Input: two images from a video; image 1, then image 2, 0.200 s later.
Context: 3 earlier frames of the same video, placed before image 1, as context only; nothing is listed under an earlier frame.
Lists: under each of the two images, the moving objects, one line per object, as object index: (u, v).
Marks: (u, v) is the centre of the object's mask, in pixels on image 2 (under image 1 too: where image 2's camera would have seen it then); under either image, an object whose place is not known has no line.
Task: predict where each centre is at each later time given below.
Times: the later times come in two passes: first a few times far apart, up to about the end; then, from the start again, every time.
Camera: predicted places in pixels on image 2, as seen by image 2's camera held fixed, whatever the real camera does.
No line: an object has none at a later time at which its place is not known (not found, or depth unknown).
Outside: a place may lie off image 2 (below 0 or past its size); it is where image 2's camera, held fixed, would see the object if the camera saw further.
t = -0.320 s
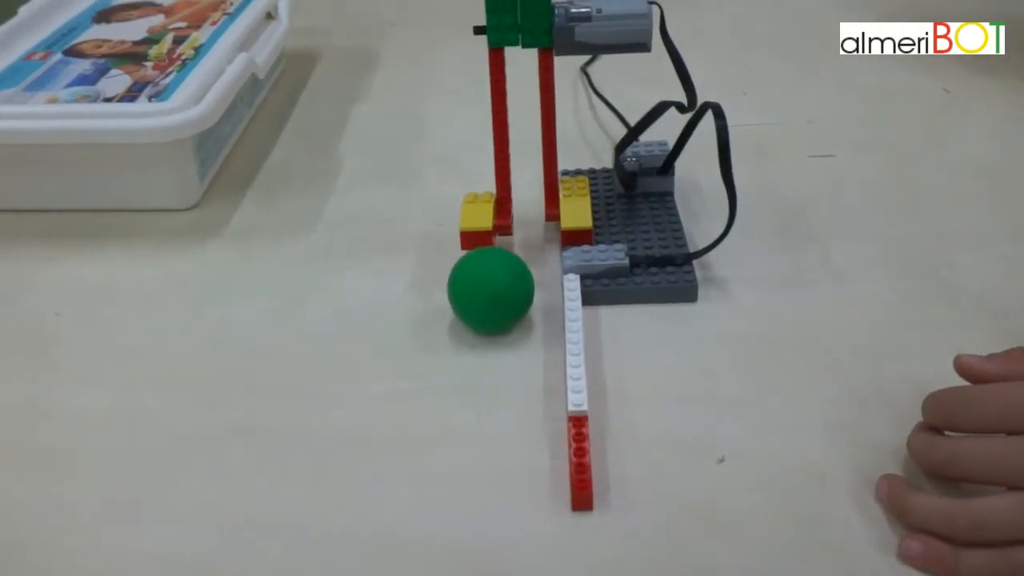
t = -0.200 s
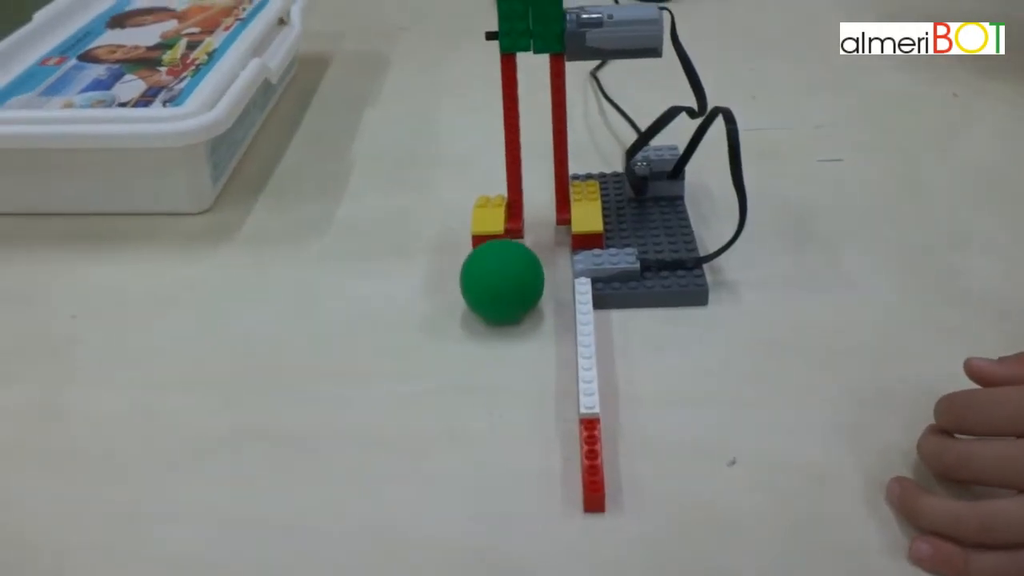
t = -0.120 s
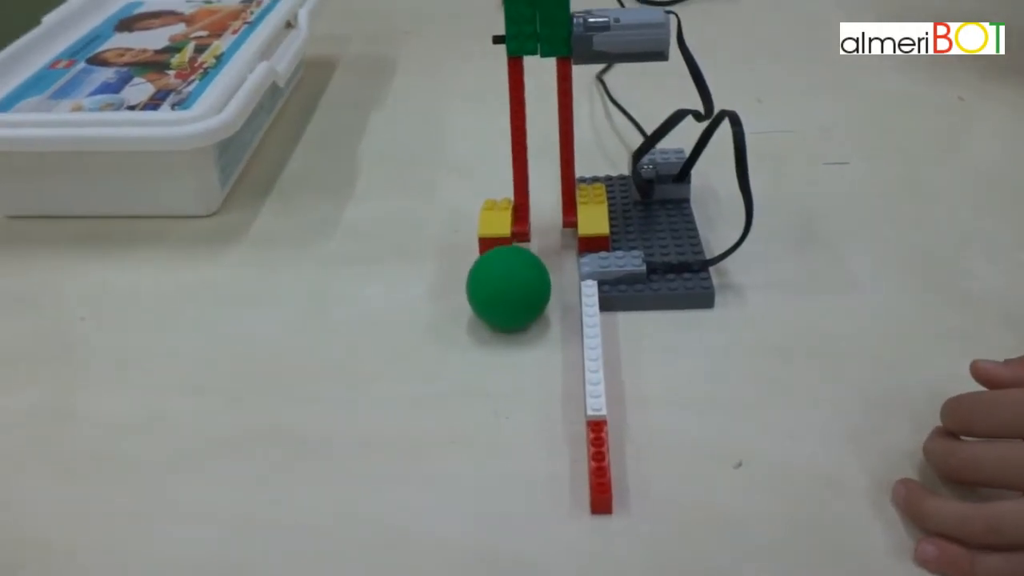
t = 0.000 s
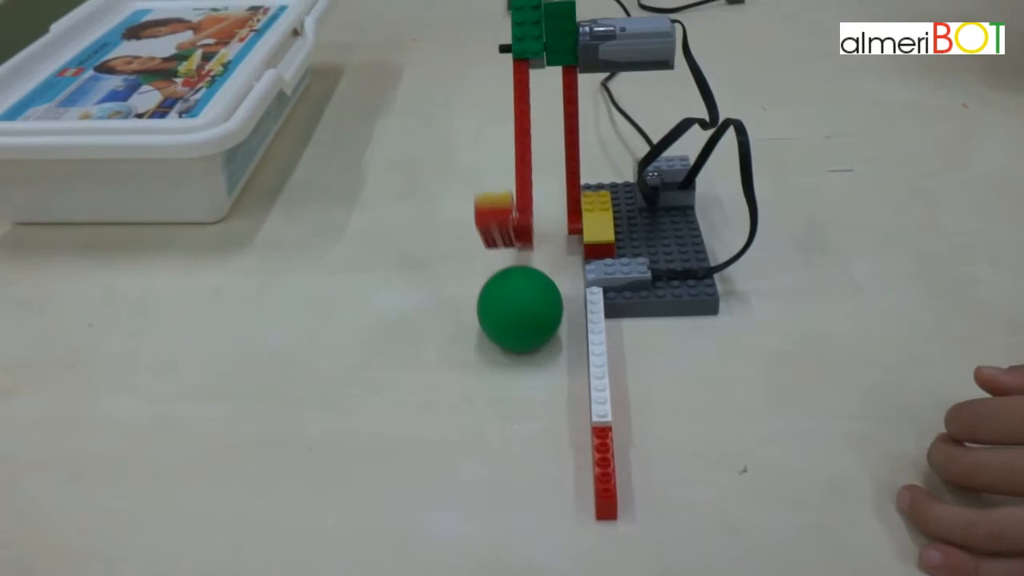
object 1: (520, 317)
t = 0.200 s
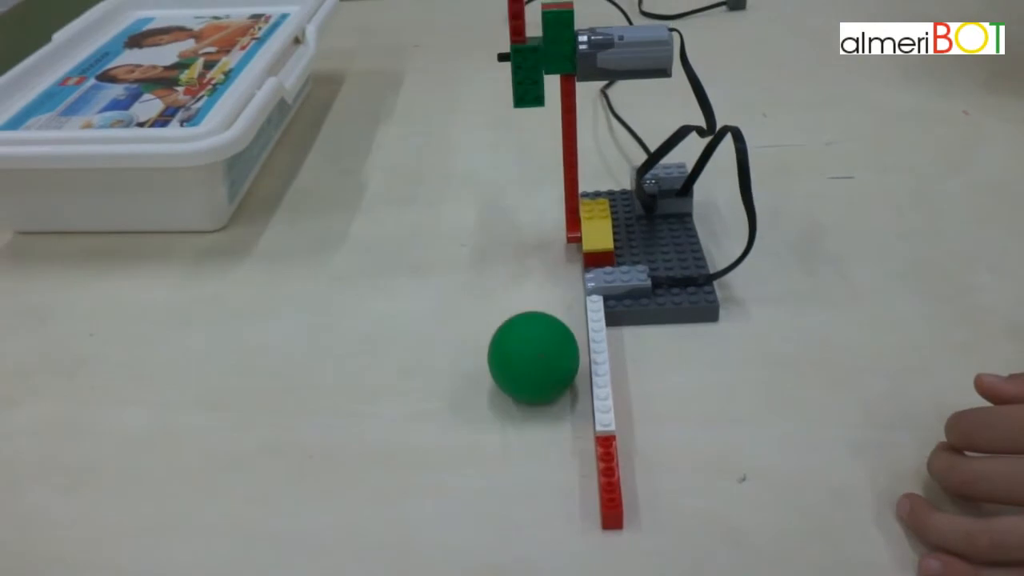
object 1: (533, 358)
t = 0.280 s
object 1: (540, 373)
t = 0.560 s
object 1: (544, 420)
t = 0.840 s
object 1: (547, 477)
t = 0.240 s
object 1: (537, 365)
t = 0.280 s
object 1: (540, 373)
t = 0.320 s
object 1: (543, 380)
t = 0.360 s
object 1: (546, 387)
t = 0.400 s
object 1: (549, 394)
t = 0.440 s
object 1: (547, 400)
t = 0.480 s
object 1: (546, 407)
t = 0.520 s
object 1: (545, 413)
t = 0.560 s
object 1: (544, 420)
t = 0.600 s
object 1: (543, 427)
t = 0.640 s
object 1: (542, 434)
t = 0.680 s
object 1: (543, 441)
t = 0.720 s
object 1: (543, 449)
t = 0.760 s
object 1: (544, 458)
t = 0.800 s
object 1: (546, 467)
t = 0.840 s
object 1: (547, 477)
